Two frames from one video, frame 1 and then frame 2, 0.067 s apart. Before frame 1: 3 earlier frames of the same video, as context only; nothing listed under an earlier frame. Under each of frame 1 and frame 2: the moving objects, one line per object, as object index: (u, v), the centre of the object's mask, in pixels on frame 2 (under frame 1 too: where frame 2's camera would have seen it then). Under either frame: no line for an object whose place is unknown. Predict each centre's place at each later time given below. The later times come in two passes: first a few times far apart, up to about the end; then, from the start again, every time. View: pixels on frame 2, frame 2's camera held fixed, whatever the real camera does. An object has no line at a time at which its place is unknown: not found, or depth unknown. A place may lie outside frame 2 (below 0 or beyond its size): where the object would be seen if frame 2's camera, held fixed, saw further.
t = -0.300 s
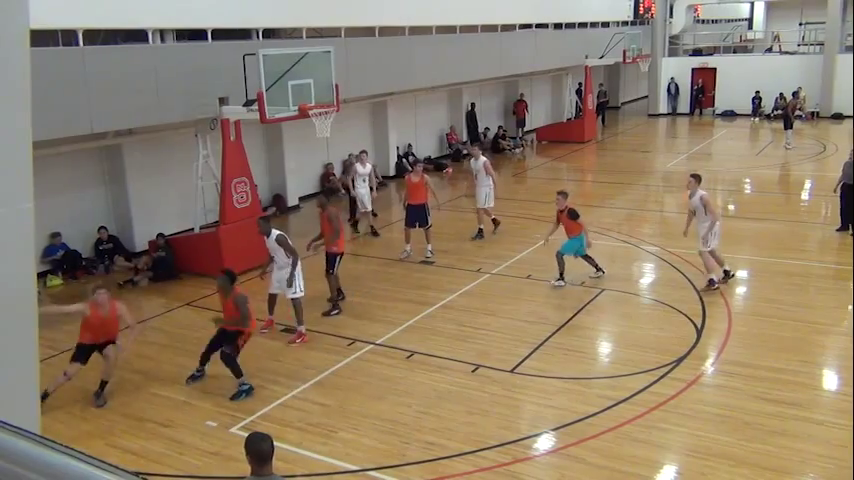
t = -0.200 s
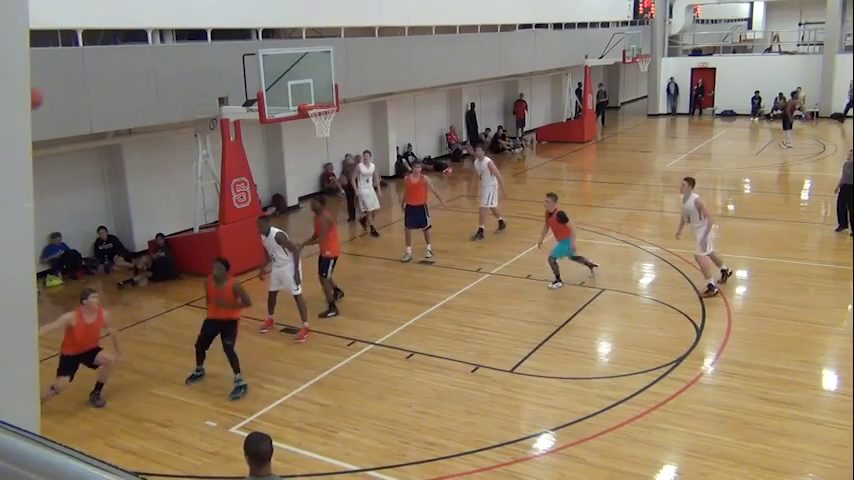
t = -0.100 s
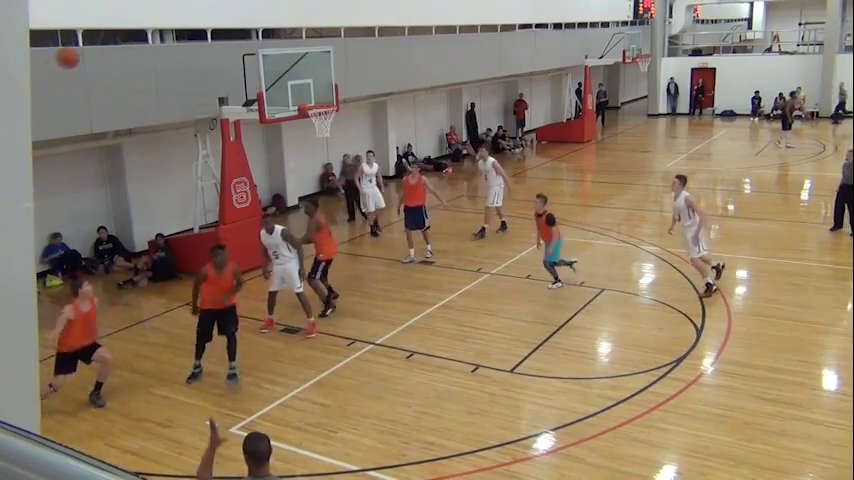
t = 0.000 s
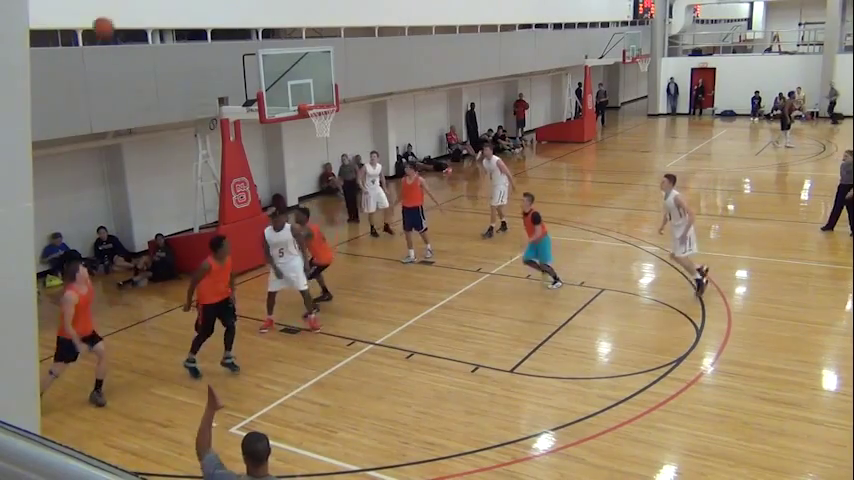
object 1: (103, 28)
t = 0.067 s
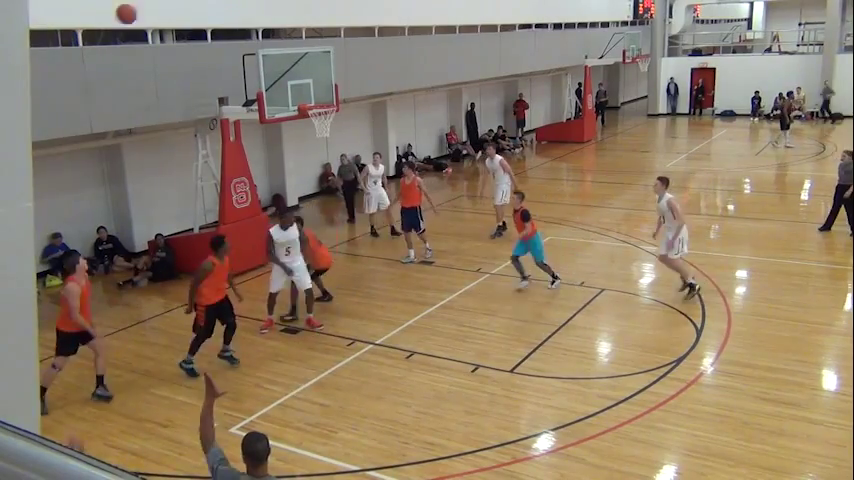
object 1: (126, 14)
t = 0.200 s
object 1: (169, 4)
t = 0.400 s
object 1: (227, 6)
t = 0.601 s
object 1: (278, 37)
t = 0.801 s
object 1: (322, 89)
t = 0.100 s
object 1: (137, 9)
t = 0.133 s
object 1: (148, 6)
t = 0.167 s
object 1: (159, 5)
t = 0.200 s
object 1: (169, 4)
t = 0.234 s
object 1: (180, 3)
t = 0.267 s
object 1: (190, 3)
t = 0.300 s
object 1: (200, 3)
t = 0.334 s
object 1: (209, 4)
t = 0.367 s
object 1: (218, 5)
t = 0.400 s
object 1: (227, 6)
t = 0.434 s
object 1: (236, 9)
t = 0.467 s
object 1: (245, 13)
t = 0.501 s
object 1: (254, 19)
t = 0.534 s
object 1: (263, 24)
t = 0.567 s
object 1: (270, 29)
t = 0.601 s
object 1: (278, 37)
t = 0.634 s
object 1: (286, 45)
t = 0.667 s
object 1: (294, 53)
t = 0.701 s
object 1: (301, 61)
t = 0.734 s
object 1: (309, 70)
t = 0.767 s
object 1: (315, 79)
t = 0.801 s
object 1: (322, 89)
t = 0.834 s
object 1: (329, 99)
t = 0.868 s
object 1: (332, 96)
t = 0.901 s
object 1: (338, 91)
